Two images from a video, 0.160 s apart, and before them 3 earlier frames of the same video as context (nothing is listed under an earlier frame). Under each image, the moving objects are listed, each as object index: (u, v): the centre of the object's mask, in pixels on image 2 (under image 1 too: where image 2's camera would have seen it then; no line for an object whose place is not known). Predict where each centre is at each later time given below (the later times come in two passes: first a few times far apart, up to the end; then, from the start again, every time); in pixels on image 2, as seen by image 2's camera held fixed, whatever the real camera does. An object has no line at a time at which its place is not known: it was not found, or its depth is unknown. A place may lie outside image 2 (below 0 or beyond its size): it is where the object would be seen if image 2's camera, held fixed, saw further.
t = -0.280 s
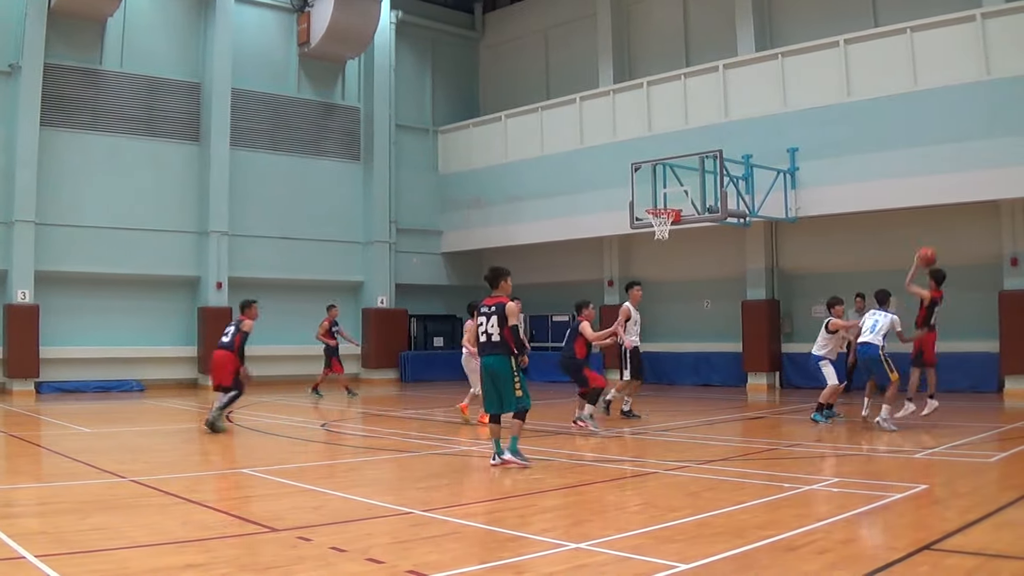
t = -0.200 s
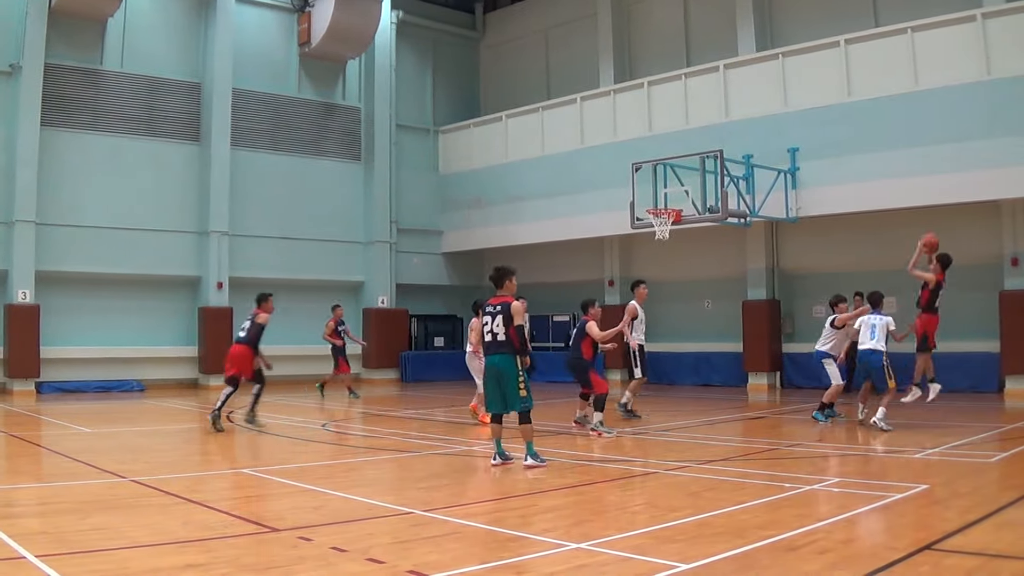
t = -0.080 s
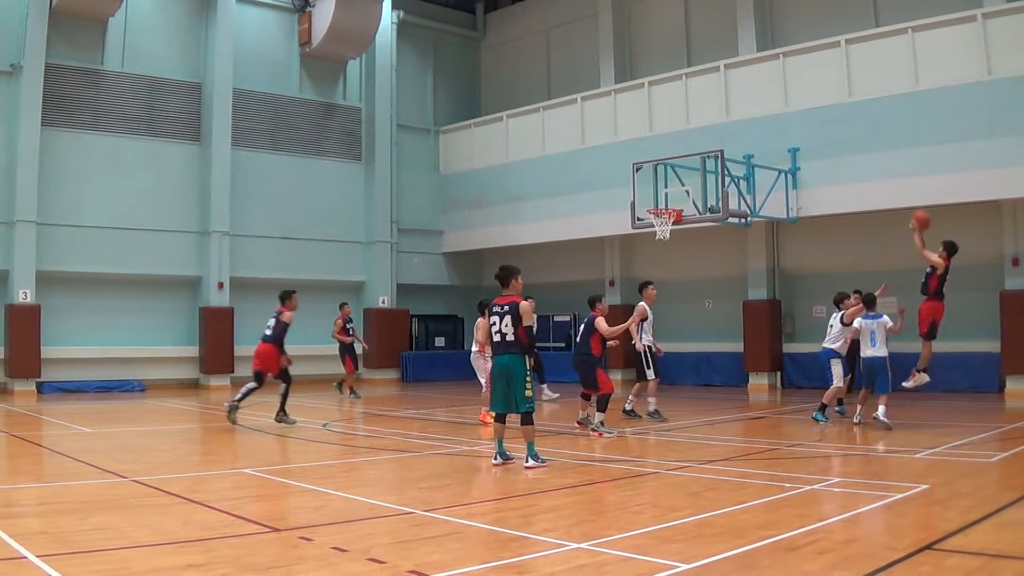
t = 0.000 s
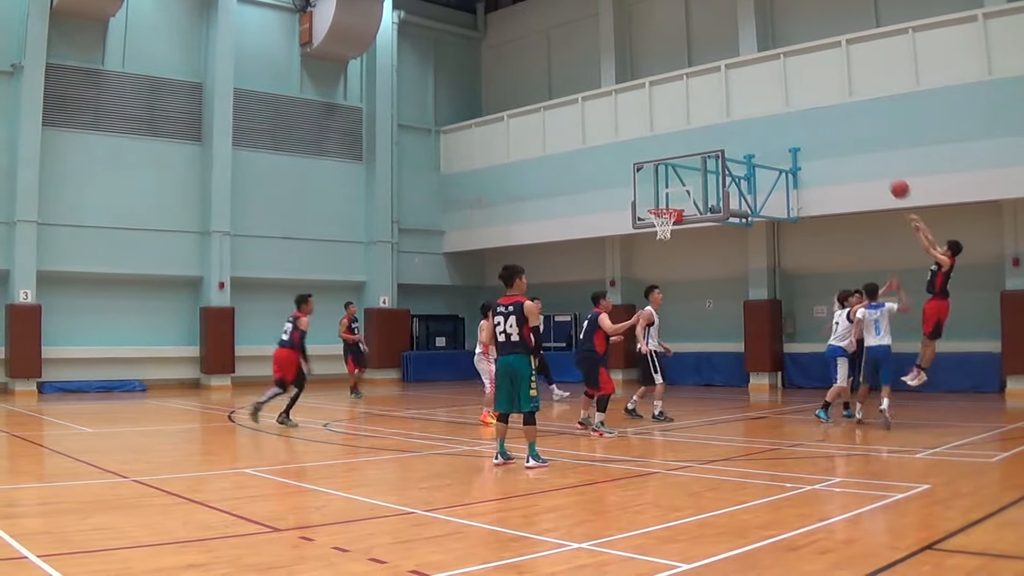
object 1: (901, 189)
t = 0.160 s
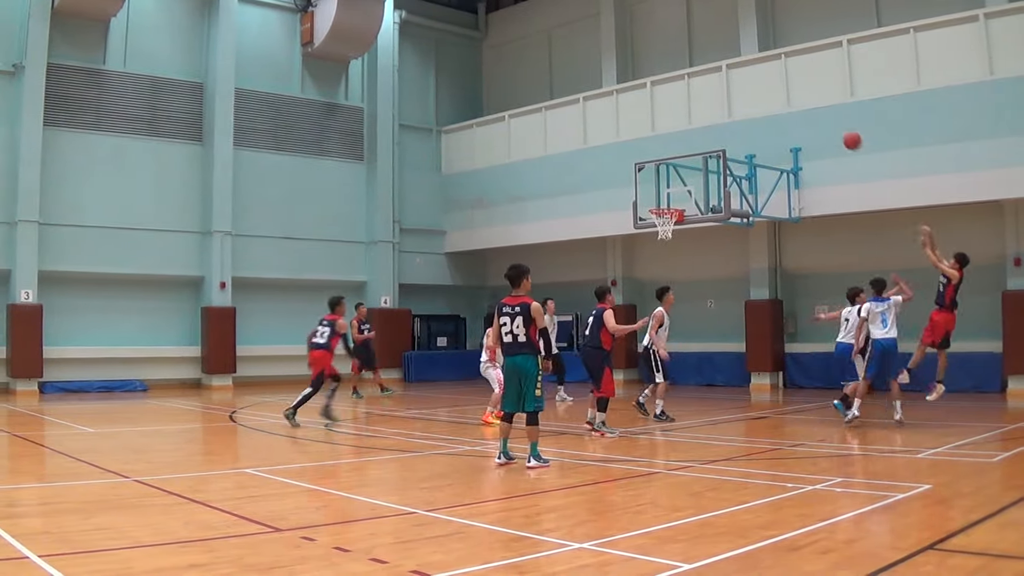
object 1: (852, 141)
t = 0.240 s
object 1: (829, 126)
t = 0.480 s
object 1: (768, 110)
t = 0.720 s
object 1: (717, 131)
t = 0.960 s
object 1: (672, 185)
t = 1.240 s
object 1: (673, 173)
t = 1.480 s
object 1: (690, 162)
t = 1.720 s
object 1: (710, 192)
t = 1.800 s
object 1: (718, 213)
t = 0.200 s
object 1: (840, 132)
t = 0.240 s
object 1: (829, 126)
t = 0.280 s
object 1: (818, 120)
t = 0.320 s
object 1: (807, 115)
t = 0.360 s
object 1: (797, 112)
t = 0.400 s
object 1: (787, 110)
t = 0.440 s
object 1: (777, 110)
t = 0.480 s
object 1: (768, 110)
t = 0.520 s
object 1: (759, 111)
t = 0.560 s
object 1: (750, 113)
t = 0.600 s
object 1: (741, 116)
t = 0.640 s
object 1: (733, 120)
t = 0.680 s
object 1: (725, 126)
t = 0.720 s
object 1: (717, 131)
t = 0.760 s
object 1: (709, 138)
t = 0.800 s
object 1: (701, 146)
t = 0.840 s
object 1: (694, 154)
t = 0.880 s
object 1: (686, 163)
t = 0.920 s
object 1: (679, 174)
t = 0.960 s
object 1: (672, 185)
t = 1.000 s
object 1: (665, 196)
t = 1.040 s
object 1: (660, 204)
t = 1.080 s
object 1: (662, 198)
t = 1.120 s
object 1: (665, 190)
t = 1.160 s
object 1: (667, 183)
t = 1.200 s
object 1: (670, 178)
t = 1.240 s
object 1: (673, 173)
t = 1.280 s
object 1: (675, 169)
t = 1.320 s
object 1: (678, 165)
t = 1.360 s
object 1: (681, 162)
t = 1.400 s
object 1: (683, 162)
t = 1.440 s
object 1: (687, 161)
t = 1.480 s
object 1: (690, 162)
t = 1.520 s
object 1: (693, 164)
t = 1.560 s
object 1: (696, 167)
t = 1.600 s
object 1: (699, 171)
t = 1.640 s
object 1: (703, 177)
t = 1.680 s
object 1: (706, 184)
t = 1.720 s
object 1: (710, 192)
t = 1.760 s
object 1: (713, 202)
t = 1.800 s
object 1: (718, 213)
